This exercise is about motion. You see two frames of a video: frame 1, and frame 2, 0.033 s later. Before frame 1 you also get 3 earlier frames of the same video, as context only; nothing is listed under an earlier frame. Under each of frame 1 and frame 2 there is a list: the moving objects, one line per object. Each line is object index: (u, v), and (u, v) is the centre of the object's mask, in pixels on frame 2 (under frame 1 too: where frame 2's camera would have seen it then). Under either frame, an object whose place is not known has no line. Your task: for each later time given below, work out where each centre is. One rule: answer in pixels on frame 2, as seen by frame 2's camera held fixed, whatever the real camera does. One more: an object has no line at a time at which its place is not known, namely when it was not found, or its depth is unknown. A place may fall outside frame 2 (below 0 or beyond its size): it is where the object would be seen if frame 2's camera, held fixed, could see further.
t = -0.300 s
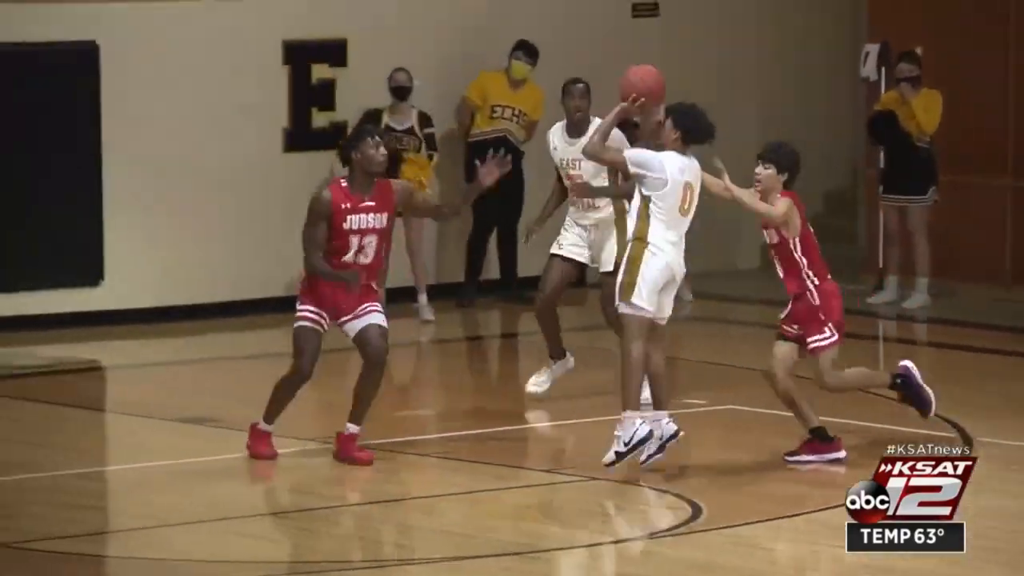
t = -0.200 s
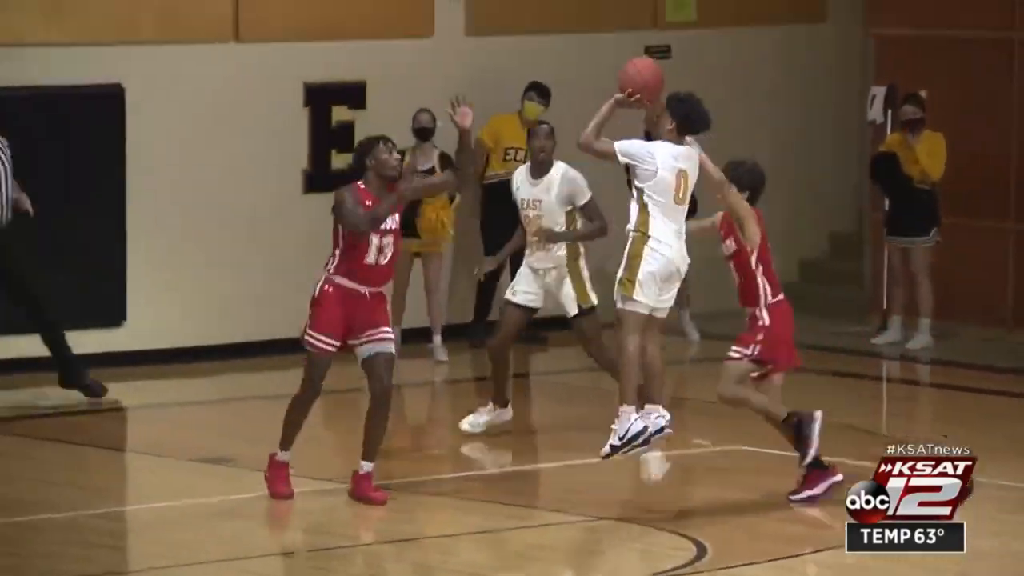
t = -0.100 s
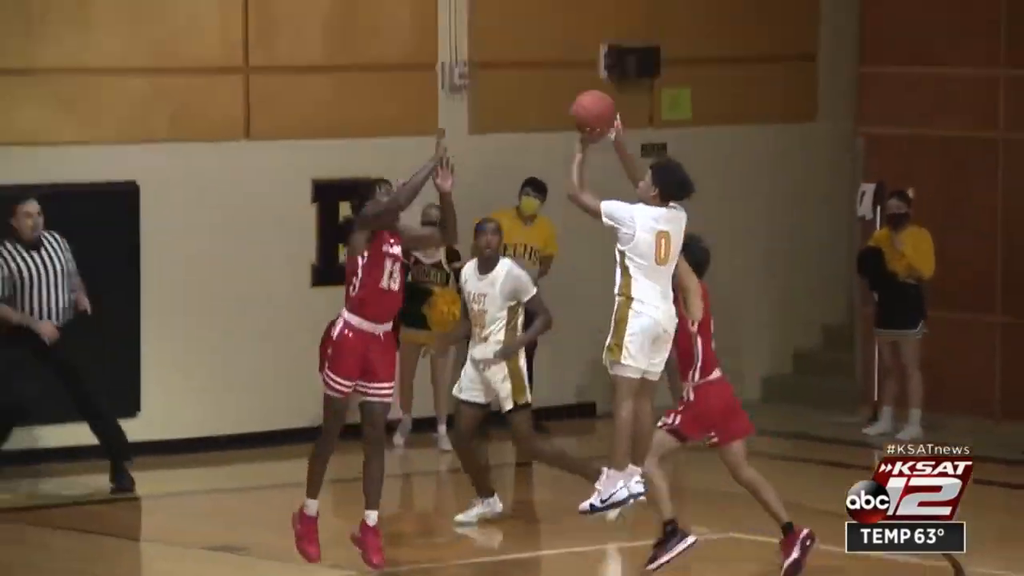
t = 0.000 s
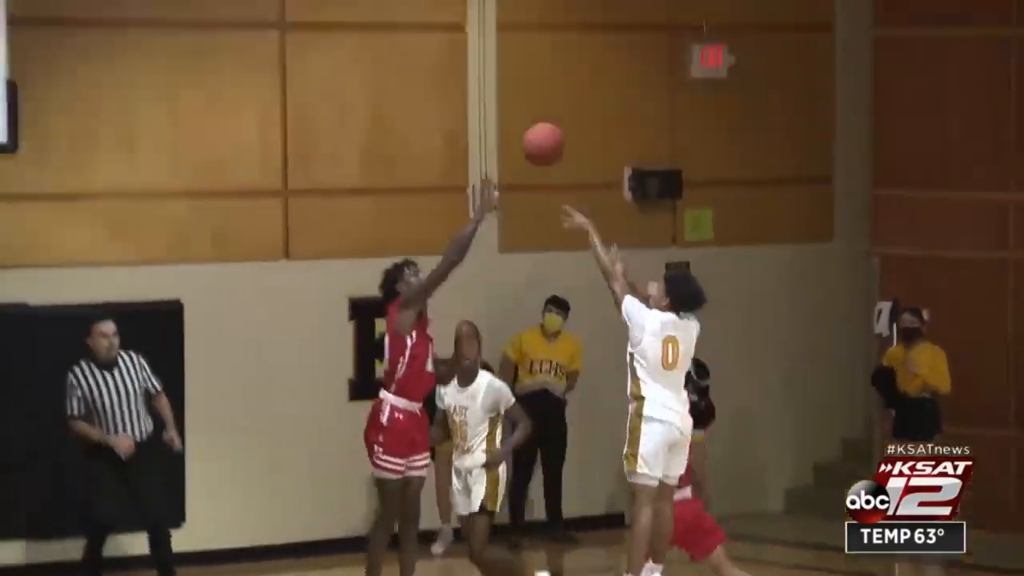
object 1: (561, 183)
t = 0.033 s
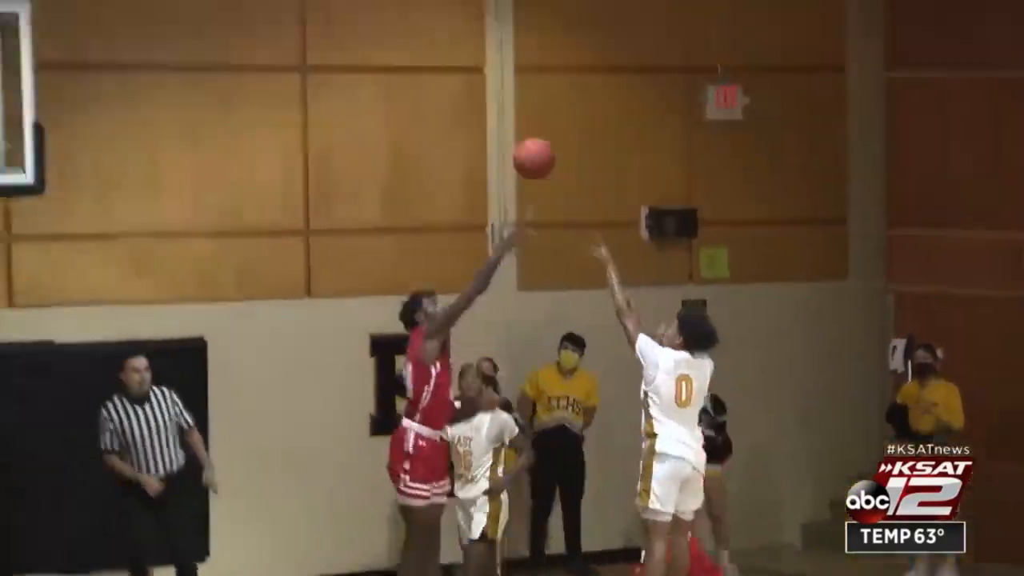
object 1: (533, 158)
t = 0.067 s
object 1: (507, 136)
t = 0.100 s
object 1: (481, 114)
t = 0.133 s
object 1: (453, 95)
